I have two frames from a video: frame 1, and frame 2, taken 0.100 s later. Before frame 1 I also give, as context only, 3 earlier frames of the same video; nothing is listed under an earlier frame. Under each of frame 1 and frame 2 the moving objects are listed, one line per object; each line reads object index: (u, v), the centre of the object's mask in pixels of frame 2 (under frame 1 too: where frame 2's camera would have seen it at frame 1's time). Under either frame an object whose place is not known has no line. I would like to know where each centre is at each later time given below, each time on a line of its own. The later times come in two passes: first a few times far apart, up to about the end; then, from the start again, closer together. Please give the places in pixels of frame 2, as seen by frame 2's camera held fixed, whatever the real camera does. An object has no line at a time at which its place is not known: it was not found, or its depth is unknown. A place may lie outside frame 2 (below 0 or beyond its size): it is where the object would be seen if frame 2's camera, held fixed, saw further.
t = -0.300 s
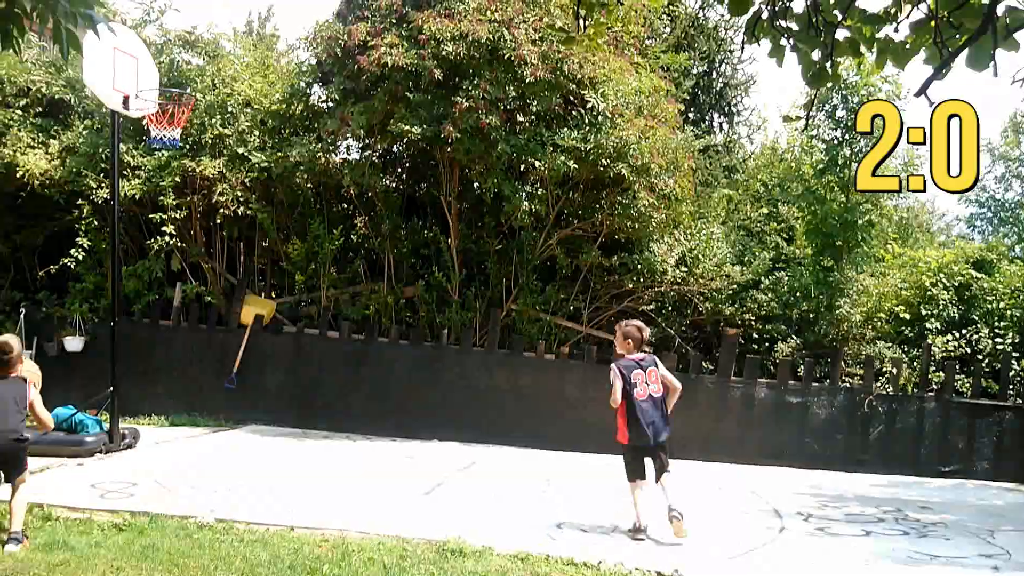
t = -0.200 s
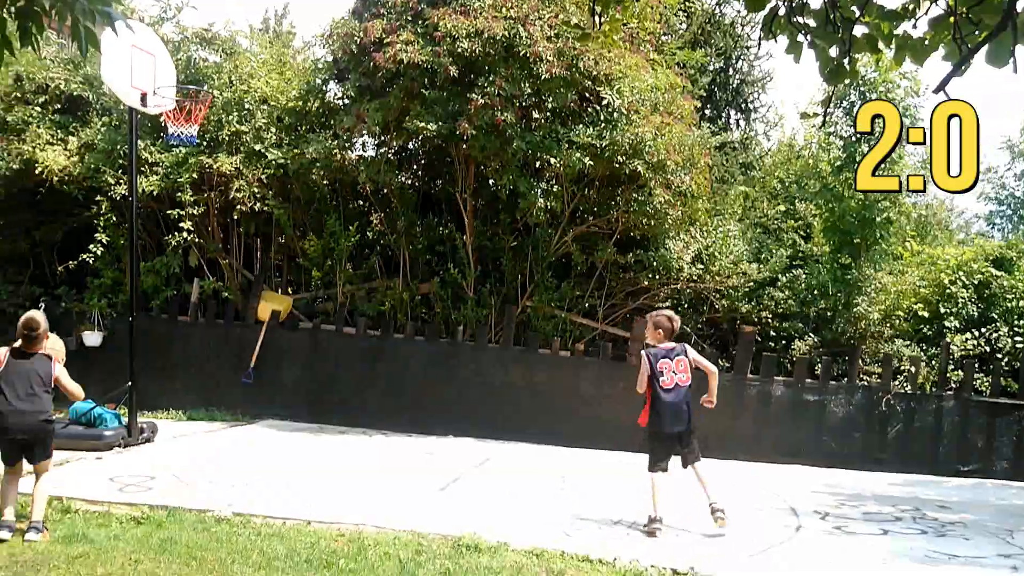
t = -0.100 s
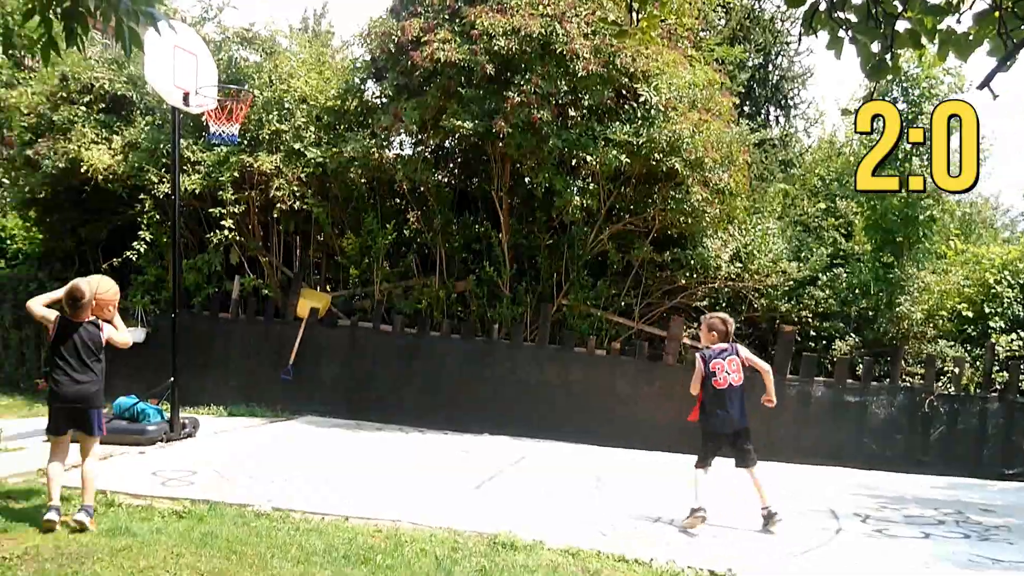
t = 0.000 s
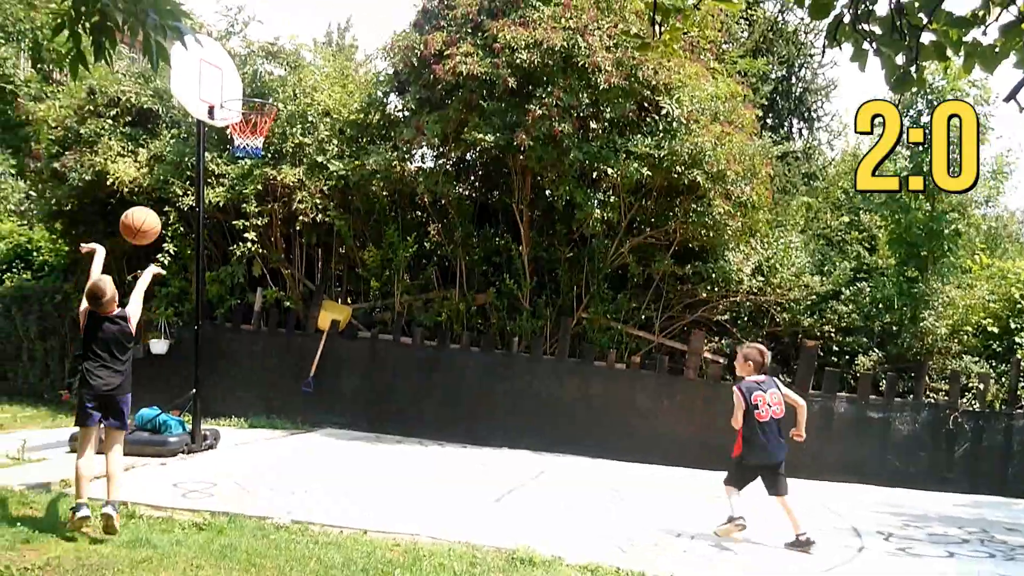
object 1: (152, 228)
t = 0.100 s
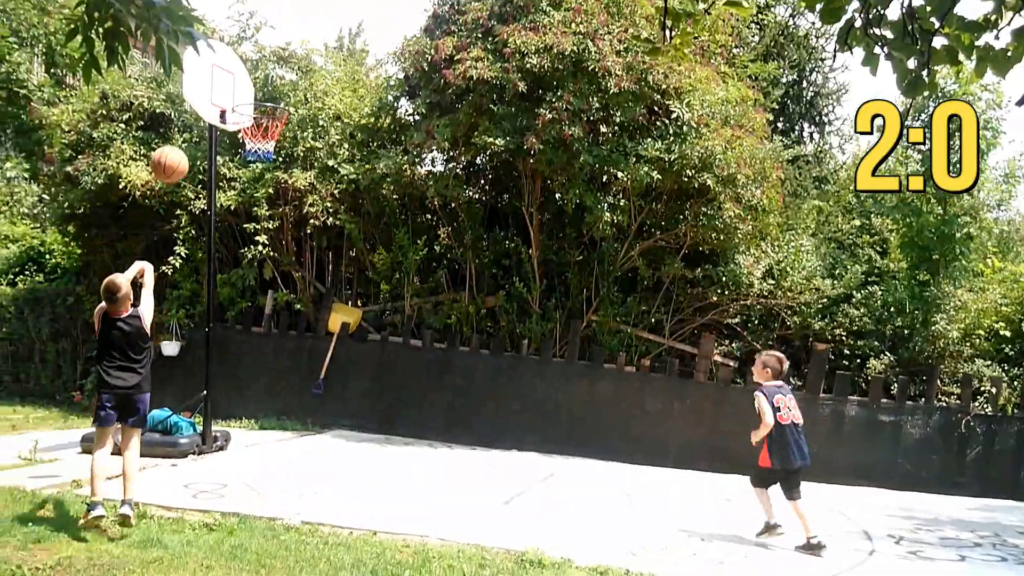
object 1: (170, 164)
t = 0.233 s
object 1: (188, 111)
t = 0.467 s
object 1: (216, 82)
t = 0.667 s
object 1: (220, 86)
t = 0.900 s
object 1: (226, 99)
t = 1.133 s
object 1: (233, 181)
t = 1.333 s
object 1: (236, 303)
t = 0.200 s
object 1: (183, 121)
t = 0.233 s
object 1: (188, 111)
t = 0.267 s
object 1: (191, 103)
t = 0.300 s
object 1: (196, 96)
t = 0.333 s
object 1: (200, 90)
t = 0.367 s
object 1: (205, 87)
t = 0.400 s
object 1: (208, 84)
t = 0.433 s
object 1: (211, 83)
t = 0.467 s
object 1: (216, 82)
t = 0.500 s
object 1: (219, 85)
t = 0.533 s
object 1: (222, 88)
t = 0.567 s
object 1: (225, 92)
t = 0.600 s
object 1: (226, 93)
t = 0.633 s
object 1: (223, 89)
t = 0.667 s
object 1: (220, 86)
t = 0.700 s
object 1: (221, 85)
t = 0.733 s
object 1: (222, 83)
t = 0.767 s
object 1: (222, 84)
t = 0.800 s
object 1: (224, 87)
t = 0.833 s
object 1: (224, 90)
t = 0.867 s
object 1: (225, 95)
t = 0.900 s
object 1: (226, 99)
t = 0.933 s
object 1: (227, 107)
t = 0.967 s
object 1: (227, 119)
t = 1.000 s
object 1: (229, 127)
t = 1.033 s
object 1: (230, 139)
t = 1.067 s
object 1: (231, 151)
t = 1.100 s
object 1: (232, 165)
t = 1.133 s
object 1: (233, 181)
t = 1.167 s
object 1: (233, 198)
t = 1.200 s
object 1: (234, 216)
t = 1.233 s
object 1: (234, 235)
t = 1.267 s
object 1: (235, 256)
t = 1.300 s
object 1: (235, 279)
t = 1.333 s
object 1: (236, 303)
